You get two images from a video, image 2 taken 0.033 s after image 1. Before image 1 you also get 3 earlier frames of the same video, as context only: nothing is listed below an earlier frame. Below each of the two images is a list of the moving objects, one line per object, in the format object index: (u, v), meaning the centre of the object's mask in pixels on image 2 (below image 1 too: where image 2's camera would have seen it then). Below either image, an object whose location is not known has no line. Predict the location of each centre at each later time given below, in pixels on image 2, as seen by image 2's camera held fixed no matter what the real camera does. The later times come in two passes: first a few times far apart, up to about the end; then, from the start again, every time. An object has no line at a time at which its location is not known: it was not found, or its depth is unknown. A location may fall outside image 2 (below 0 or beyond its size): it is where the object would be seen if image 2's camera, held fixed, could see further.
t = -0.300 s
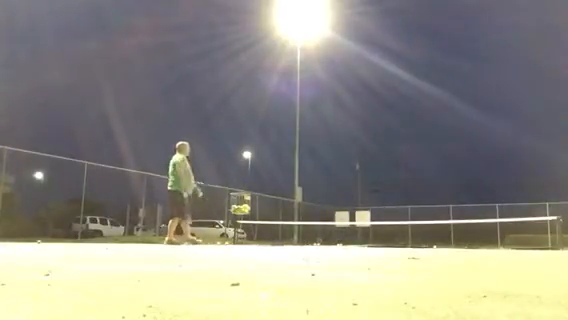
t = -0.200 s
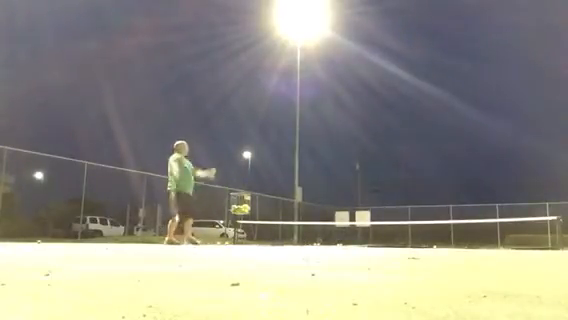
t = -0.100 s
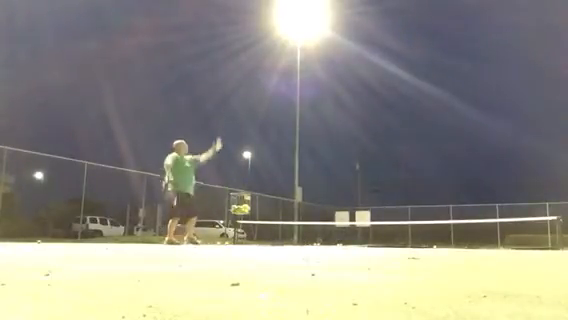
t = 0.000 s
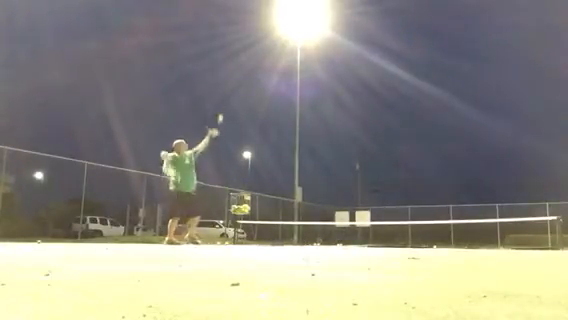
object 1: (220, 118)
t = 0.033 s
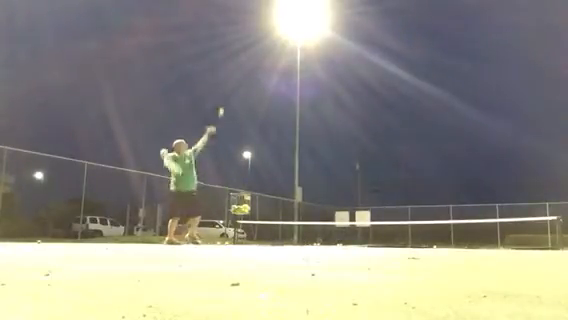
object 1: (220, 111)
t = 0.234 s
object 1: (224, 85)
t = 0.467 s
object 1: (226, 84)
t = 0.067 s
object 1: (222, 104)
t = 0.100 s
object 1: (221, 100)
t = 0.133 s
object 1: (222, 95)
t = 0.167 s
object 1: (223, 91)
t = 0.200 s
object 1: (223, 88)
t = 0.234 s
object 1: (224, 85)
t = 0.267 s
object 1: (224, 84)
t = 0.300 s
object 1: (224, 83)
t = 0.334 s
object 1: (225, 82)
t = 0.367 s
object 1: (225, 82)
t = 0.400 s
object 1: (226, 82)
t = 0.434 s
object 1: (226, 83)
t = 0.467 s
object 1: (226, 84)
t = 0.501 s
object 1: (226, 86)
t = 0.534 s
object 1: (226, 89)
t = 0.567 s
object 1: (227, 92)
